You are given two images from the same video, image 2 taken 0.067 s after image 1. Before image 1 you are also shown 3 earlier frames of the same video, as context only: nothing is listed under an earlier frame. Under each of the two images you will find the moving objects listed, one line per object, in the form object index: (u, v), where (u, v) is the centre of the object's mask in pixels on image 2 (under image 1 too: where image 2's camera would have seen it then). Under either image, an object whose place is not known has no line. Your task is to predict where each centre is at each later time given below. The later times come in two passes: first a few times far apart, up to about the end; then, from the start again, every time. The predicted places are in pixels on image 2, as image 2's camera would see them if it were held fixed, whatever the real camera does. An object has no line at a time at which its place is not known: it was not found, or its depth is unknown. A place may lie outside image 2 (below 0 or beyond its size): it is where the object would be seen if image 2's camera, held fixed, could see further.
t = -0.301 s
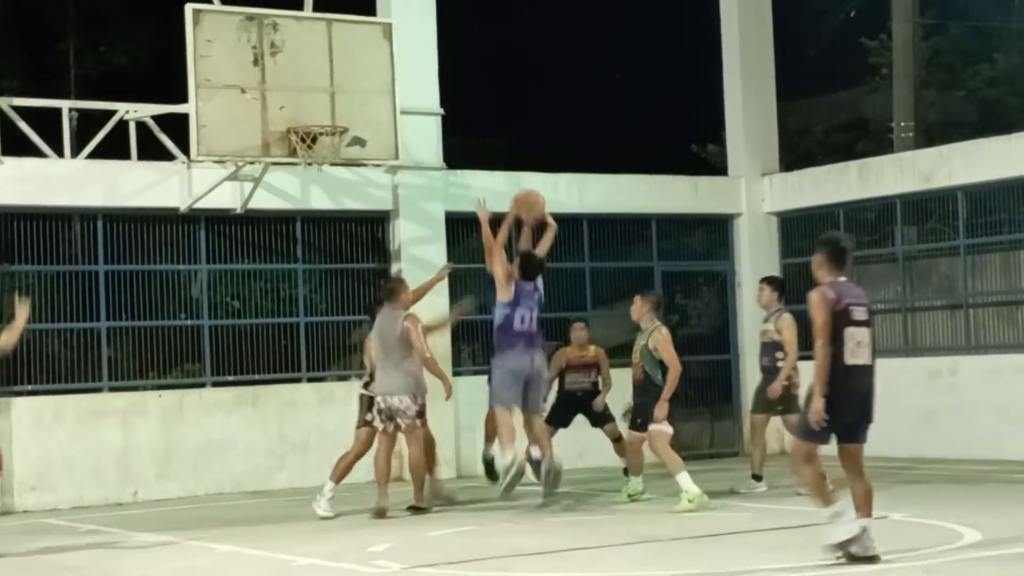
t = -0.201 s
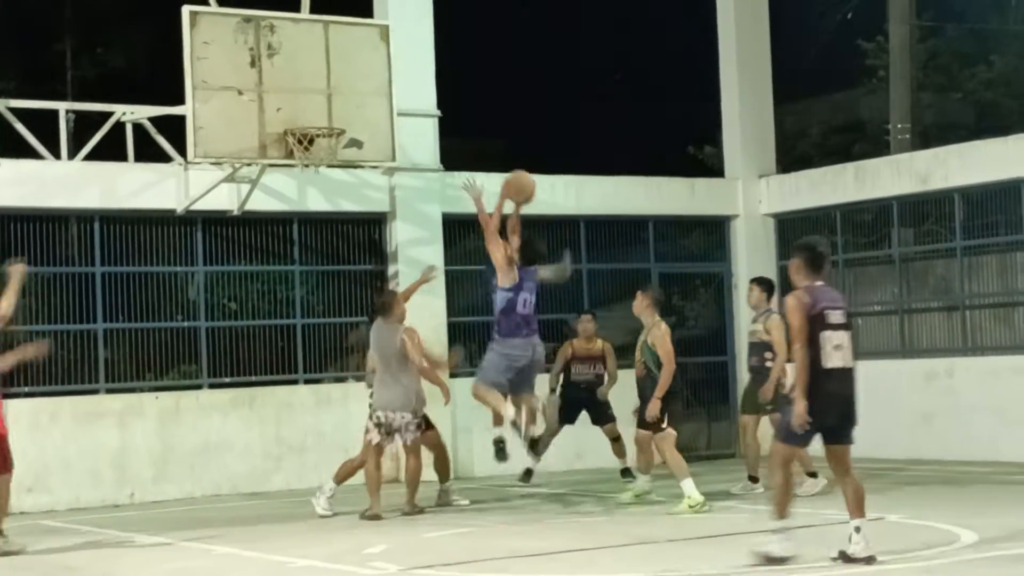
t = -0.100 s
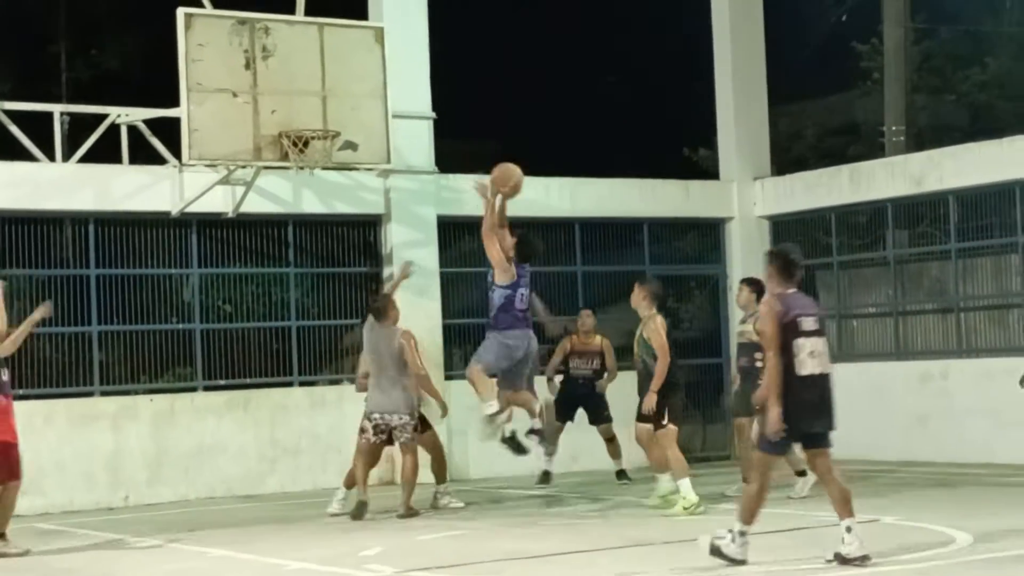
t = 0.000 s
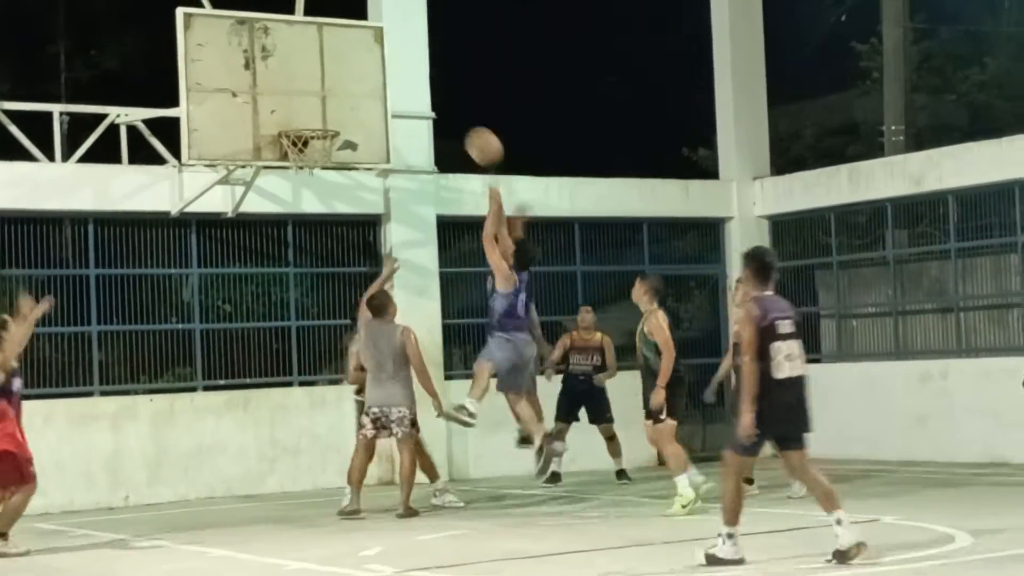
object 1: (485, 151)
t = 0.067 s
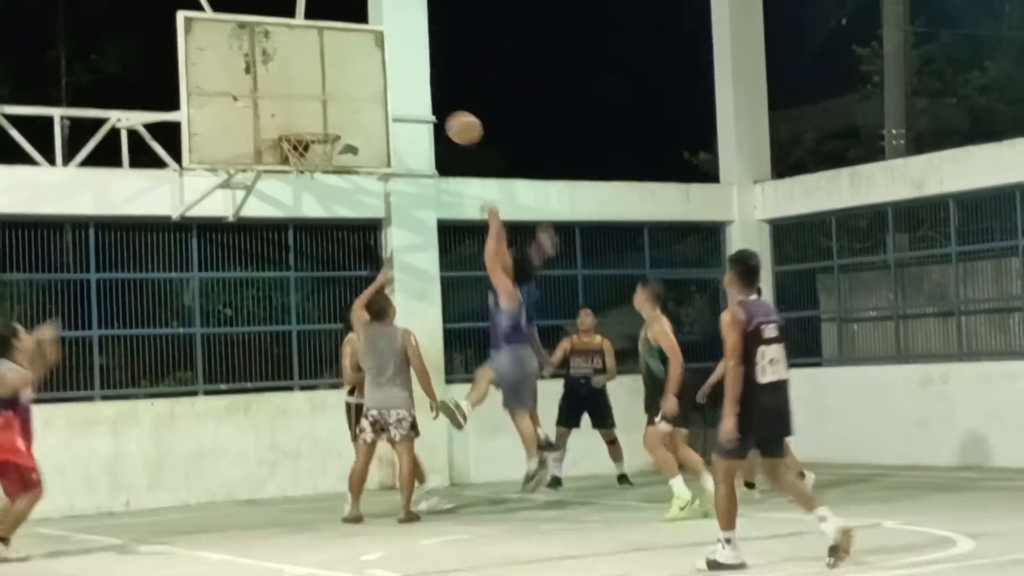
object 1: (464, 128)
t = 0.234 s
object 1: (414, 98)
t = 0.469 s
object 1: (351, 115)
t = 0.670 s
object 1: (365, 133)
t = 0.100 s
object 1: (453, 119)
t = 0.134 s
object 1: (445, 112)
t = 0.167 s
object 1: (436, 106)
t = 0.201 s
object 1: (426, 101)
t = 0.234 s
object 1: (414, 98)
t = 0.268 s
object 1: (405, 96)
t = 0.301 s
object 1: (396, 96)
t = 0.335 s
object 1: (386, 98)
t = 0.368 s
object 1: (377, 100)
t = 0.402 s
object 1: (369, 104)
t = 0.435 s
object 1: (359, 109)
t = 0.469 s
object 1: (351, 115)
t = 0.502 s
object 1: (343, 122)
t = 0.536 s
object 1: (340, 127)
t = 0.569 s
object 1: (346, 127)
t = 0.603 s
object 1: (352, 128)
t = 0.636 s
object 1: (358, 130)
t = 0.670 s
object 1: (365, 133)
